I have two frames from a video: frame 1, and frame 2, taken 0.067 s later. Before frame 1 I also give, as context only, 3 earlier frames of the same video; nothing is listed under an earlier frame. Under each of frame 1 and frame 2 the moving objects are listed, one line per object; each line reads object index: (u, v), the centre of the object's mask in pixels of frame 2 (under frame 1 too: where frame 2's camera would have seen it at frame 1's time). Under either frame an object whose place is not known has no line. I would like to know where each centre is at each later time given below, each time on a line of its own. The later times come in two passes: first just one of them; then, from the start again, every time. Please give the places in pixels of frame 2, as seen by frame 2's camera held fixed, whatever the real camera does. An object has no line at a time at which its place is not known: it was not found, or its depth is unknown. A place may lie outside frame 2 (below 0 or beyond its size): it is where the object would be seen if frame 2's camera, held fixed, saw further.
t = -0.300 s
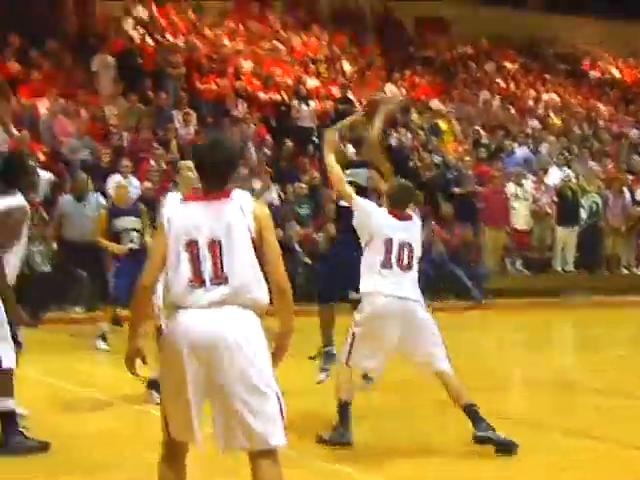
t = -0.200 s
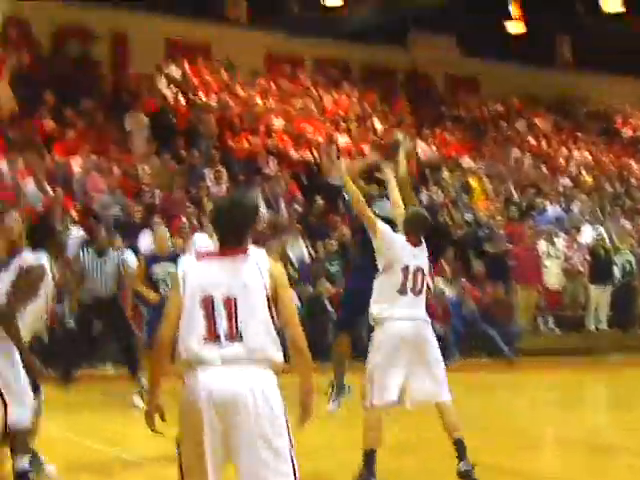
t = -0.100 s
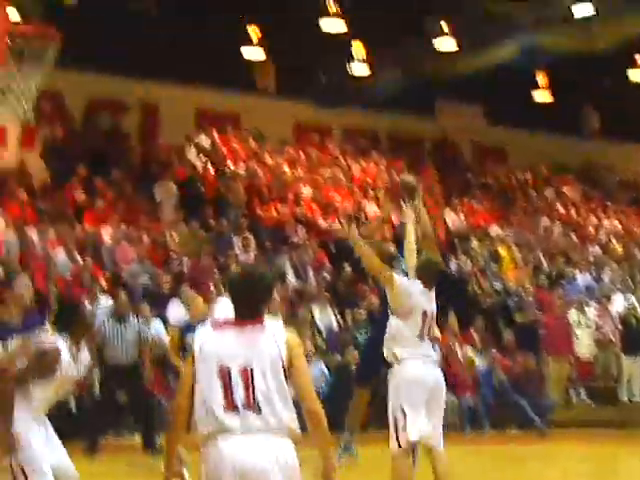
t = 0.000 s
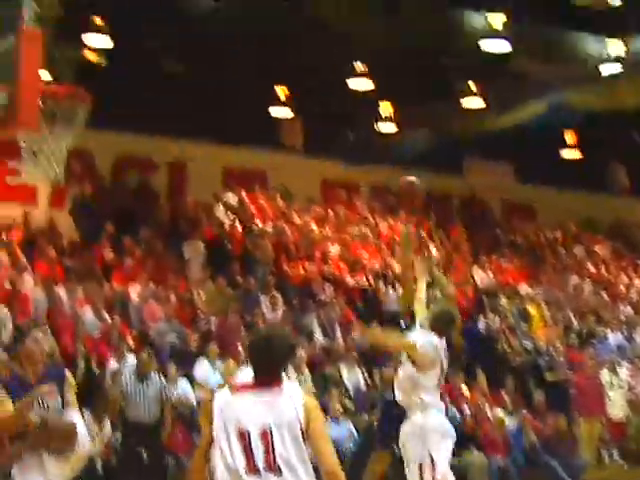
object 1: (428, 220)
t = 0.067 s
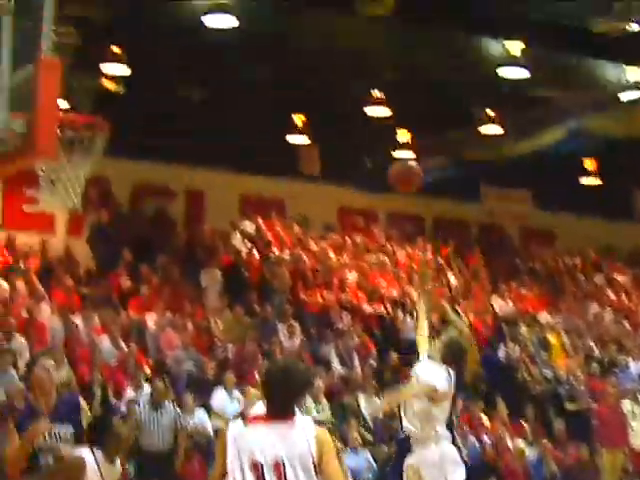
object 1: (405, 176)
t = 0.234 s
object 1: (351, 90)
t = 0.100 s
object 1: (394, 157)
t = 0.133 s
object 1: (382, 137)
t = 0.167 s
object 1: (373, 120)
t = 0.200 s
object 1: (362, 104)
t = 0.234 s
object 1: (351, 90)
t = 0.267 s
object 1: (339, 77)
